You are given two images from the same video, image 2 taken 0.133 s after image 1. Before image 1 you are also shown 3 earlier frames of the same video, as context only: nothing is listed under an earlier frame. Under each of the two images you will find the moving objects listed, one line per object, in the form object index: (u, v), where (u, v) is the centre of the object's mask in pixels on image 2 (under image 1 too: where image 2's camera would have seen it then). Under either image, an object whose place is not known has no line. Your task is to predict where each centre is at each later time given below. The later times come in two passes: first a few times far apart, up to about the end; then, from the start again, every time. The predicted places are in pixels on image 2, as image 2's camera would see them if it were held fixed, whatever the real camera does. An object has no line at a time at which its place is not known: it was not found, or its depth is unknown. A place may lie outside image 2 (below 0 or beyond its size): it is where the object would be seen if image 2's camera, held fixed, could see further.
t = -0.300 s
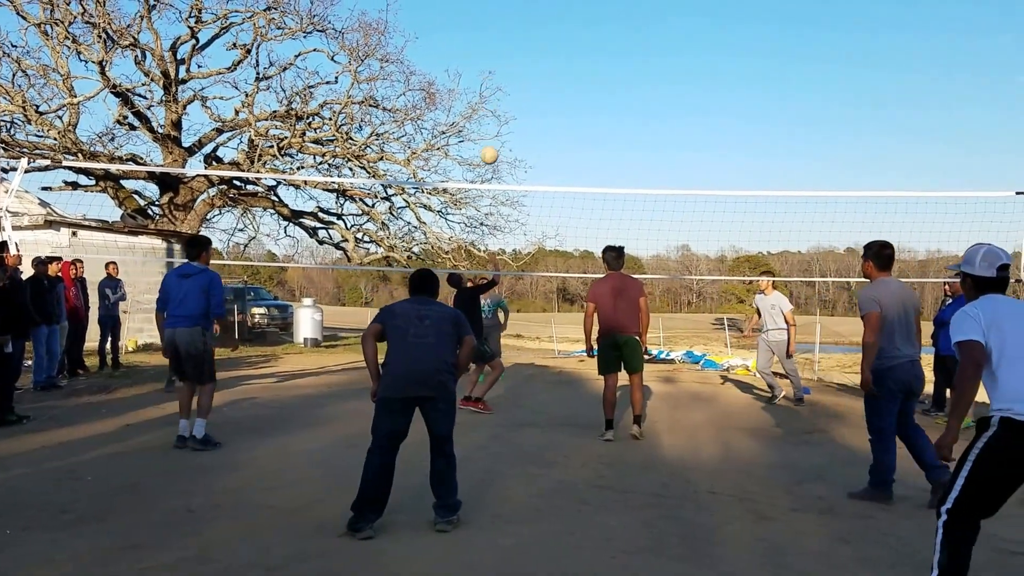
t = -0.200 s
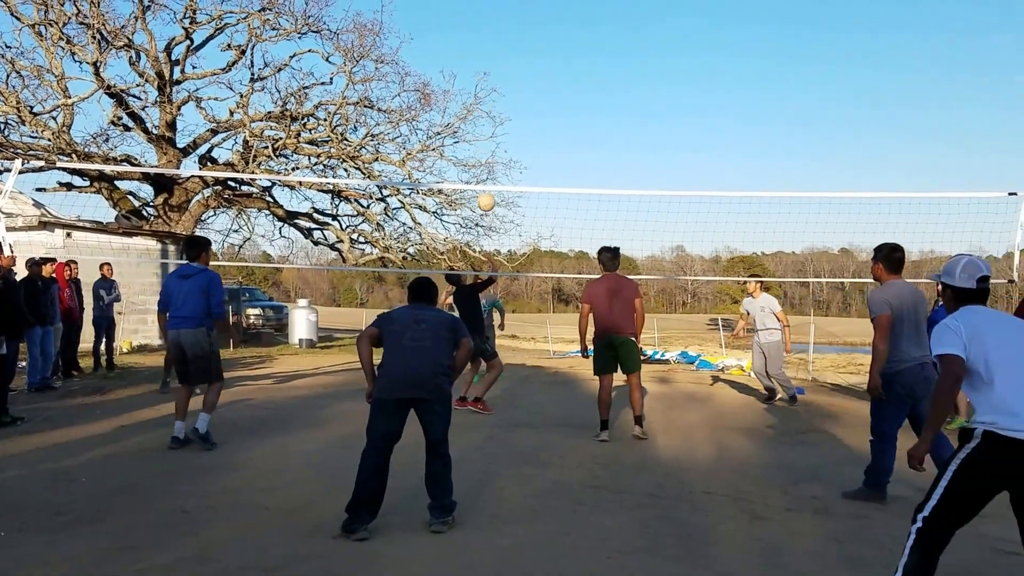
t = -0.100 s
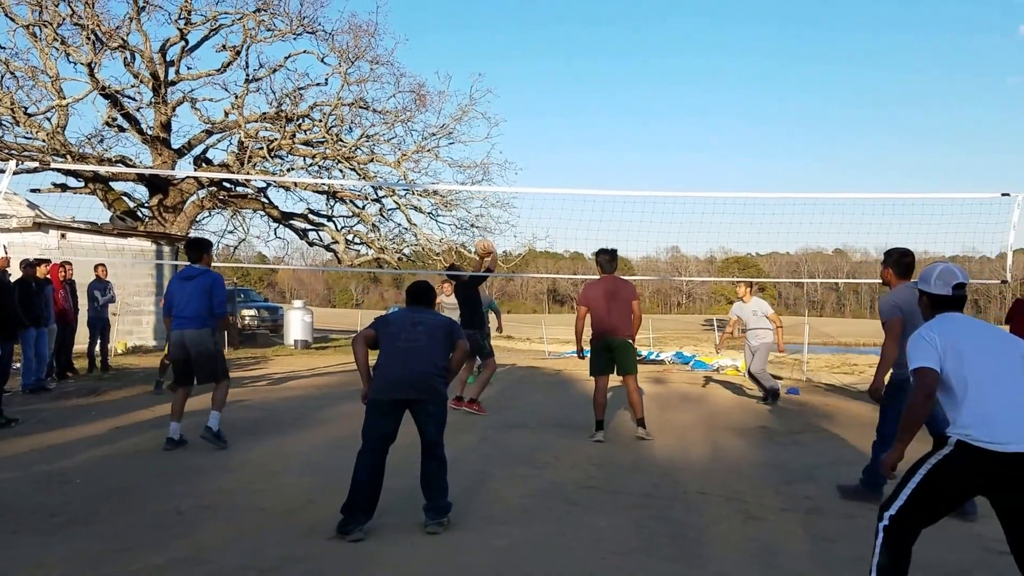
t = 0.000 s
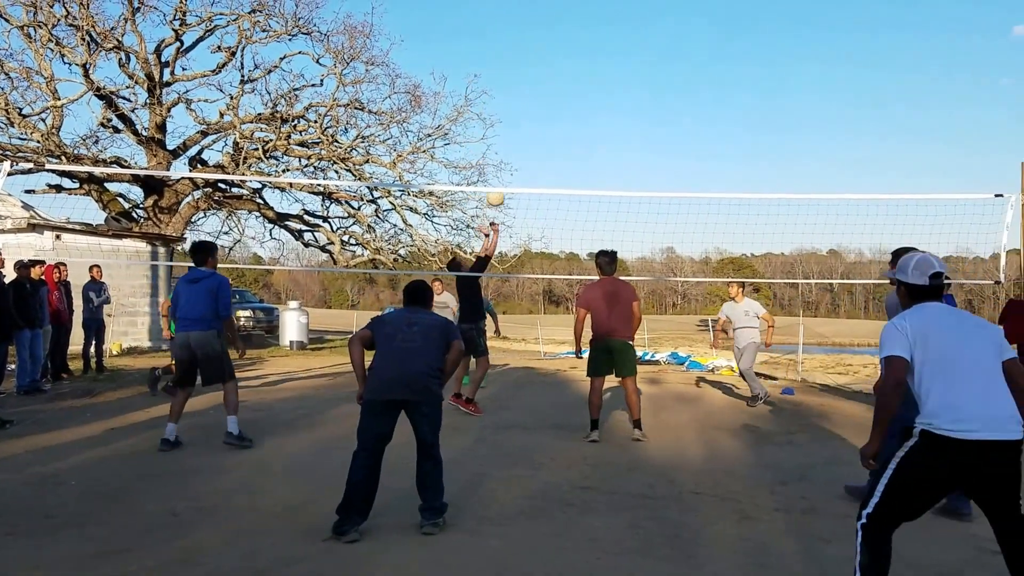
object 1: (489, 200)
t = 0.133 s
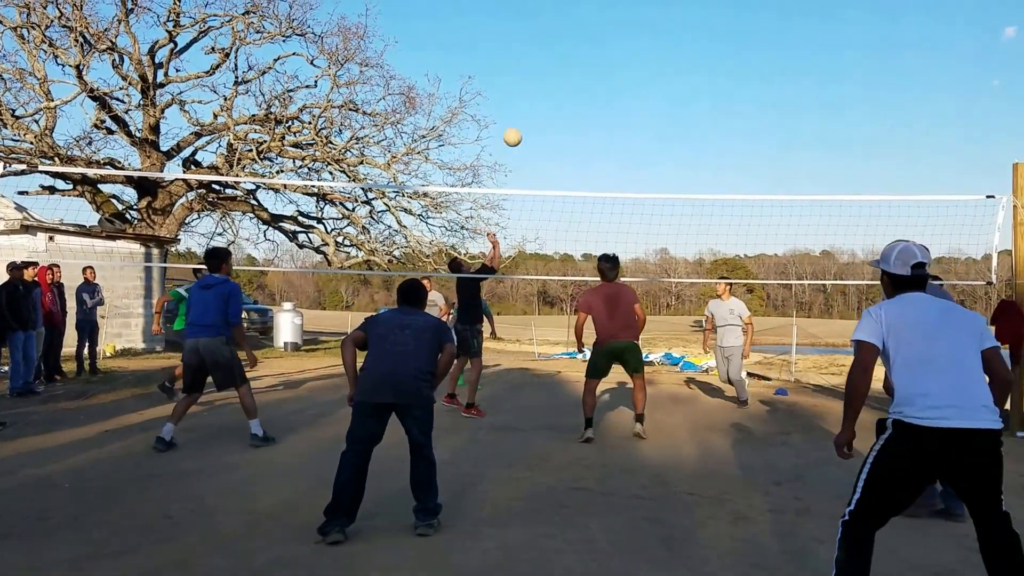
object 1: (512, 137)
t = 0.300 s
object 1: (542, 81)
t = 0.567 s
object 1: (592, 39)
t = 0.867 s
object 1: (649, 68)
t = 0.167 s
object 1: (518, 125)
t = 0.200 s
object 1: (524, 112)
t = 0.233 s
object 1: (530, 101)
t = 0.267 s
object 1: (536, 91)
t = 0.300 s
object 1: (542, 81)
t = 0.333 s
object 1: (548, 72)
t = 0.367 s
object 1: (554, 65)
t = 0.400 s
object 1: (560, 58)
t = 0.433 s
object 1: (567, 53)
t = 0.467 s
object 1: (573, 48)
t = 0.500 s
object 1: (579, 44)
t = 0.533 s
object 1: (586, 41)
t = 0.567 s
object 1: (592, 39)
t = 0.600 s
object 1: (598, 39)
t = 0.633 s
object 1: (605, 39)
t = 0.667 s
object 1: (611, 39)
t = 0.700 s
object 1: (617, 41)
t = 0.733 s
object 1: (624, 45)
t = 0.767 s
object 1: (630, 49)
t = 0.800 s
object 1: (637, 54)
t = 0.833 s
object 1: (643, 60)
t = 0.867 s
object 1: (649, 68)
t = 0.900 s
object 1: (656, 76)
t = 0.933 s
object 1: (662, 85)
